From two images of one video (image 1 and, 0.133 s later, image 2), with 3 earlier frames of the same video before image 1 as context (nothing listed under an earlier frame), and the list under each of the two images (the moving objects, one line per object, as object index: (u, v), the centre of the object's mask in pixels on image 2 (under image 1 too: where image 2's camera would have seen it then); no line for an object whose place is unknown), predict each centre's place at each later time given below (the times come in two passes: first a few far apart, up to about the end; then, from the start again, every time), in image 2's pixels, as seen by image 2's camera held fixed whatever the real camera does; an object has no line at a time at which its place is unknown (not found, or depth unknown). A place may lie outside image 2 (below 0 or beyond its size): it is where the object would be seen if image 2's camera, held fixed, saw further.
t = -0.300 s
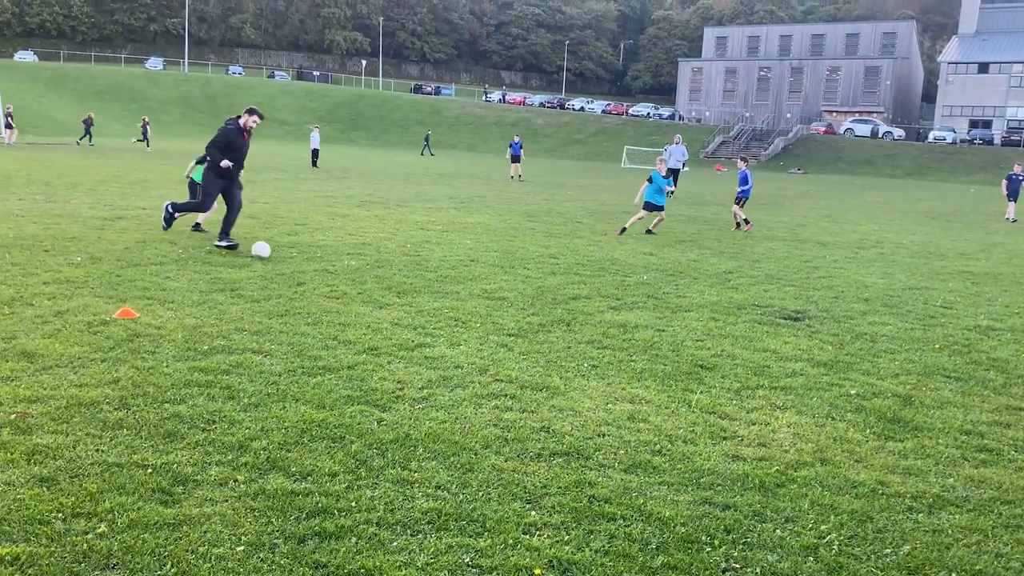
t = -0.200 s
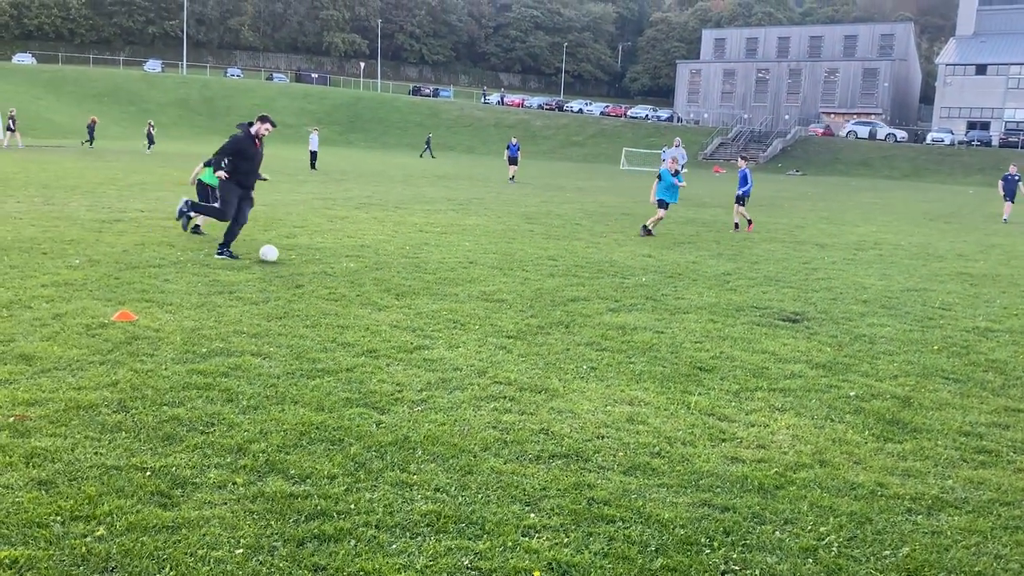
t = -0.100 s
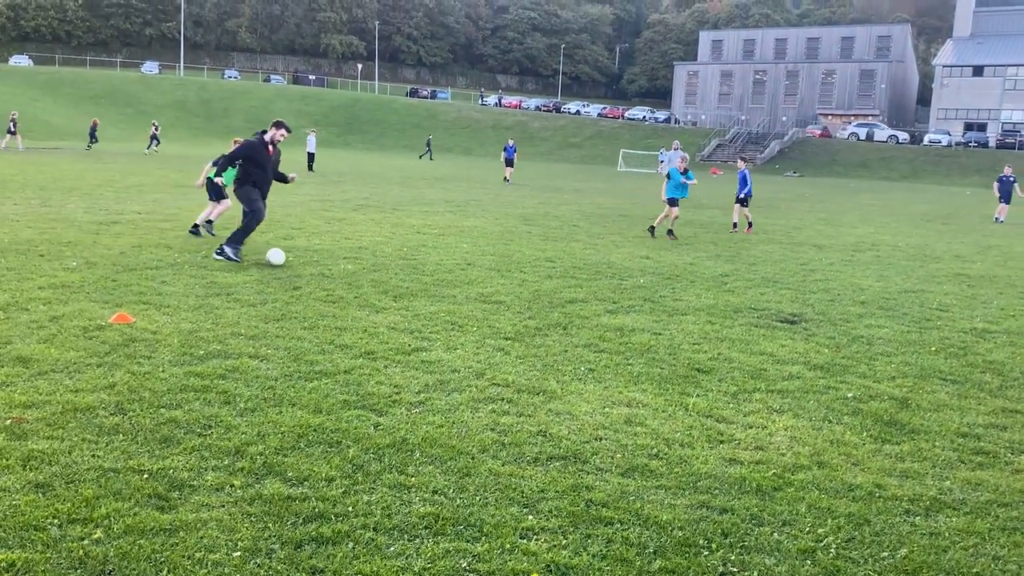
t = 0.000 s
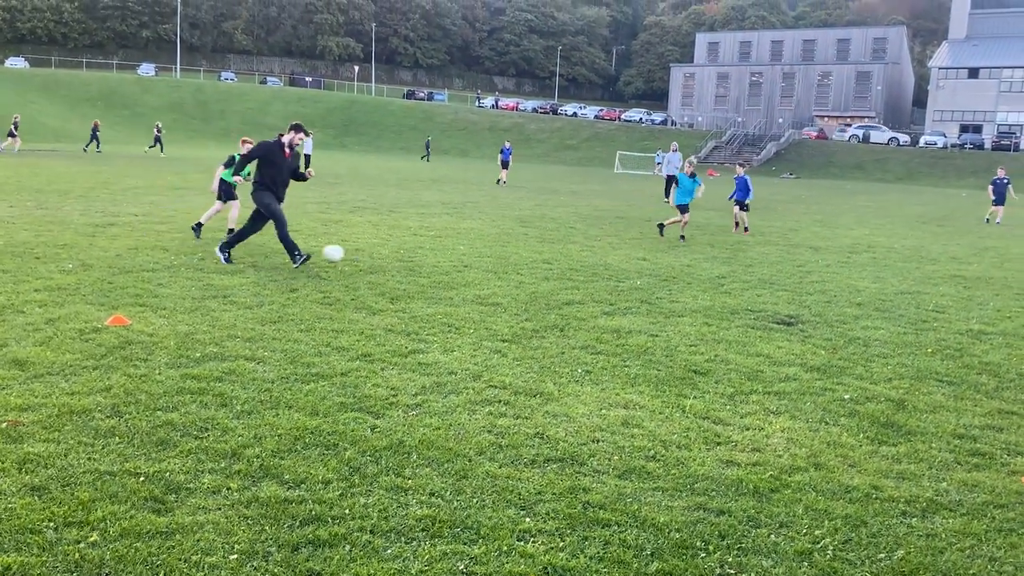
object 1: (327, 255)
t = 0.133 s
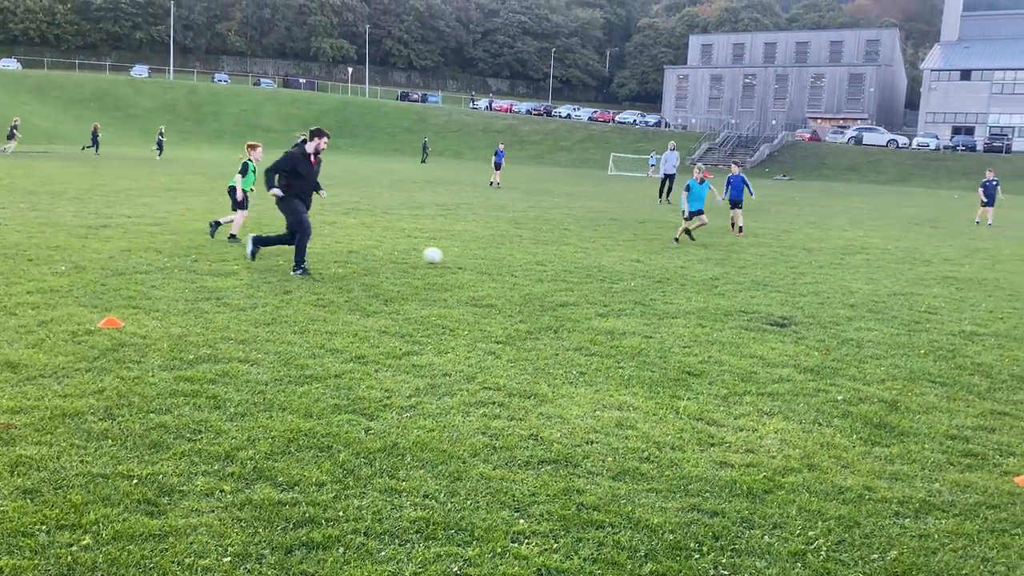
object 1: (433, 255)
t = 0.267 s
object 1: (514, 253)
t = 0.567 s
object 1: (643, 252)
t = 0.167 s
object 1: (456, 258)
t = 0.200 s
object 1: (477, 257)
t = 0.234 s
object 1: (496, 254)
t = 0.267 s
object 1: (514, 253)
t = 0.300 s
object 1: (531, 253)
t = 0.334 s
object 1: (548, 253)
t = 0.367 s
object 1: (565, 254)
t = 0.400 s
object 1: (581, 255)
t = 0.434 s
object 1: (594, 253)
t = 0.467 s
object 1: (607, 252)
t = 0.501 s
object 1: (619, 251)
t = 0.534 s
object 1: (631, 251)
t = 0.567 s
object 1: (643, 252)
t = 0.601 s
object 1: (655, 253)
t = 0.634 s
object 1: (665, 254)
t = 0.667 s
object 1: (675, 253)
